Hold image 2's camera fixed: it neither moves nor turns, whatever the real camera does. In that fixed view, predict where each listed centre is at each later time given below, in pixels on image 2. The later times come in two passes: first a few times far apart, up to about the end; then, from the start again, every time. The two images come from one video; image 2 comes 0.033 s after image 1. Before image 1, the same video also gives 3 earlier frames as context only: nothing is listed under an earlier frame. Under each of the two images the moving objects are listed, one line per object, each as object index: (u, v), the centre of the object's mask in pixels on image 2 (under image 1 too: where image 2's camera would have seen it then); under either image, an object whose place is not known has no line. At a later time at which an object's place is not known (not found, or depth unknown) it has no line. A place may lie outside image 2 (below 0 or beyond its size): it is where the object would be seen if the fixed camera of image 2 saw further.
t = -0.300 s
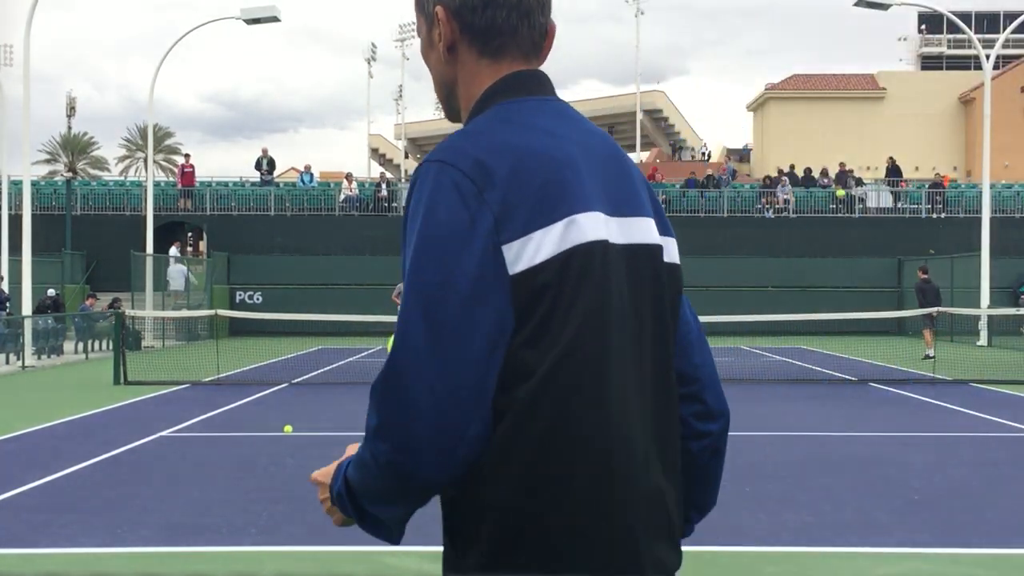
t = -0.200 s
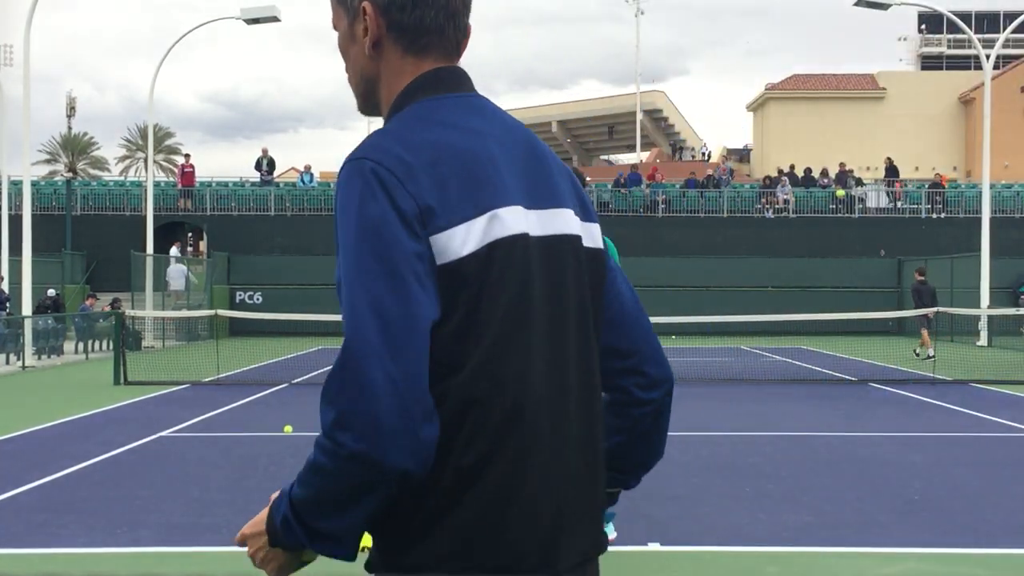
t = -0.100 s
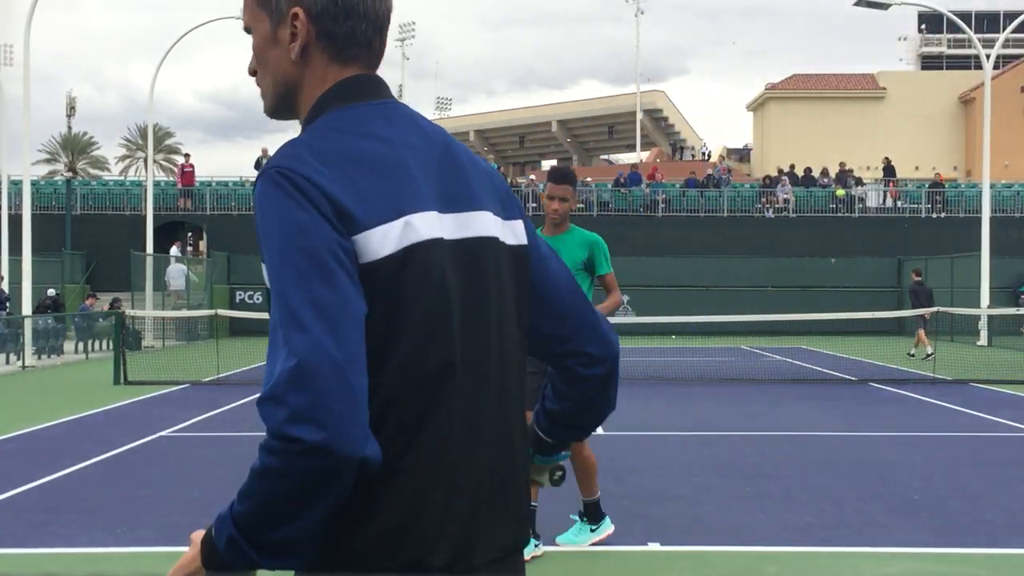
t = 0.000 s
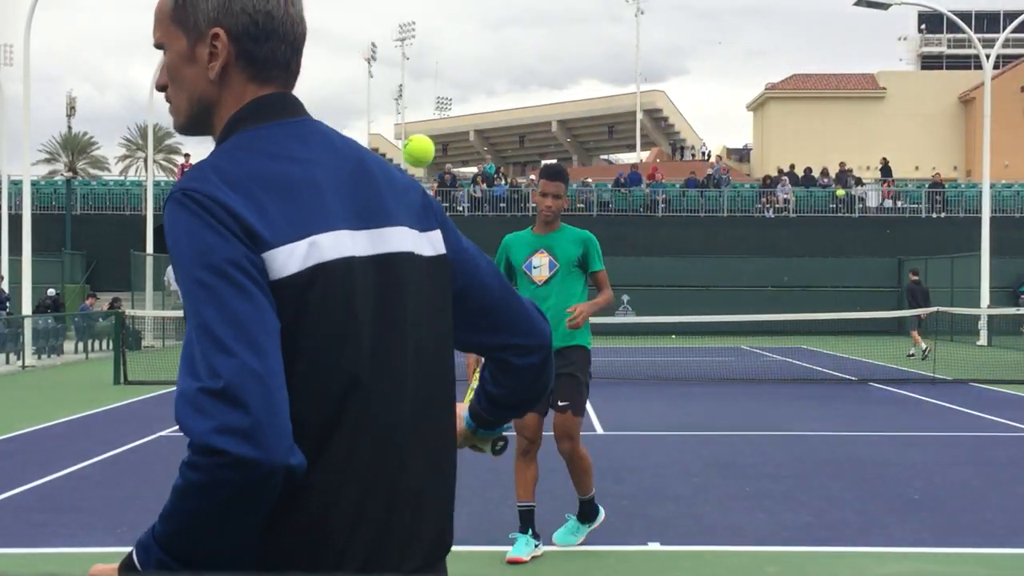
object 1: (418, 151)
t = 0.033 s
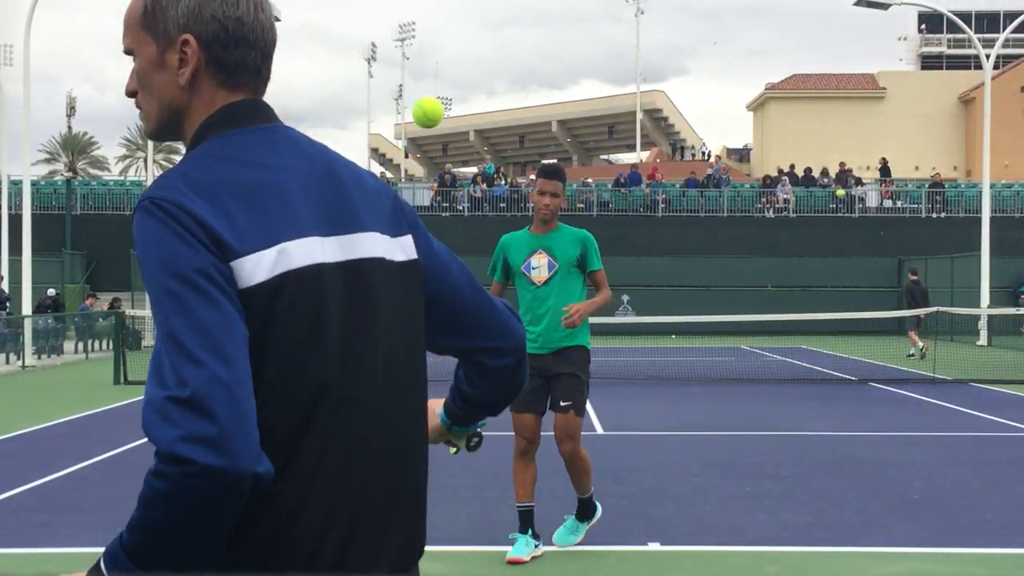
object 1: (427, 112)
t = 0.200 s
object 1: (470, 17)
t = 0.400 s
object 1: (511, 58)
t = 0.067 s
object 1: (436, 81)
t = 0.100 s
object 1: (445, 57)
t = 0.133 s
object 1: (454, 38)
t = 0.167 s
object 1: (462, 25)
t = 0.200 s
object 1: (470, 17)
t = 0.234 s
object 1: (477, 14)
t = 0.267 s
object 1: (484, 15)
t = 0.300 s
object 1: (491, 21)
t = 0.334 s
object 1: (498, 30)
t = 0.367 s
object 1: (505, 42)
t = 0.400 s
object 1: (511, 58)
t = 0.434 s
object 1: (518, 77)
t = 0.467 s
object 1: (524, 99)
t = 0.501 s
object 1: (530, 124)
